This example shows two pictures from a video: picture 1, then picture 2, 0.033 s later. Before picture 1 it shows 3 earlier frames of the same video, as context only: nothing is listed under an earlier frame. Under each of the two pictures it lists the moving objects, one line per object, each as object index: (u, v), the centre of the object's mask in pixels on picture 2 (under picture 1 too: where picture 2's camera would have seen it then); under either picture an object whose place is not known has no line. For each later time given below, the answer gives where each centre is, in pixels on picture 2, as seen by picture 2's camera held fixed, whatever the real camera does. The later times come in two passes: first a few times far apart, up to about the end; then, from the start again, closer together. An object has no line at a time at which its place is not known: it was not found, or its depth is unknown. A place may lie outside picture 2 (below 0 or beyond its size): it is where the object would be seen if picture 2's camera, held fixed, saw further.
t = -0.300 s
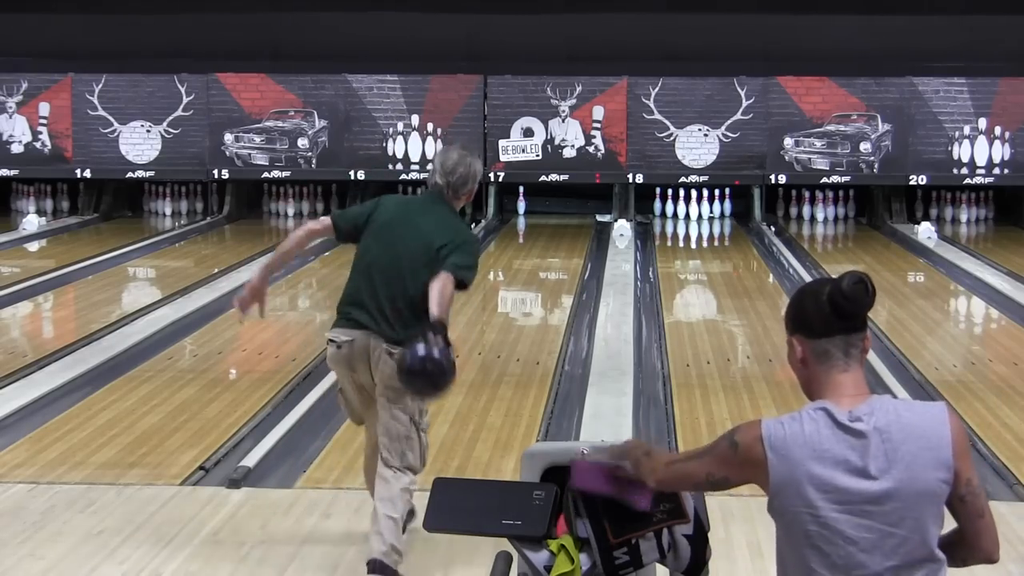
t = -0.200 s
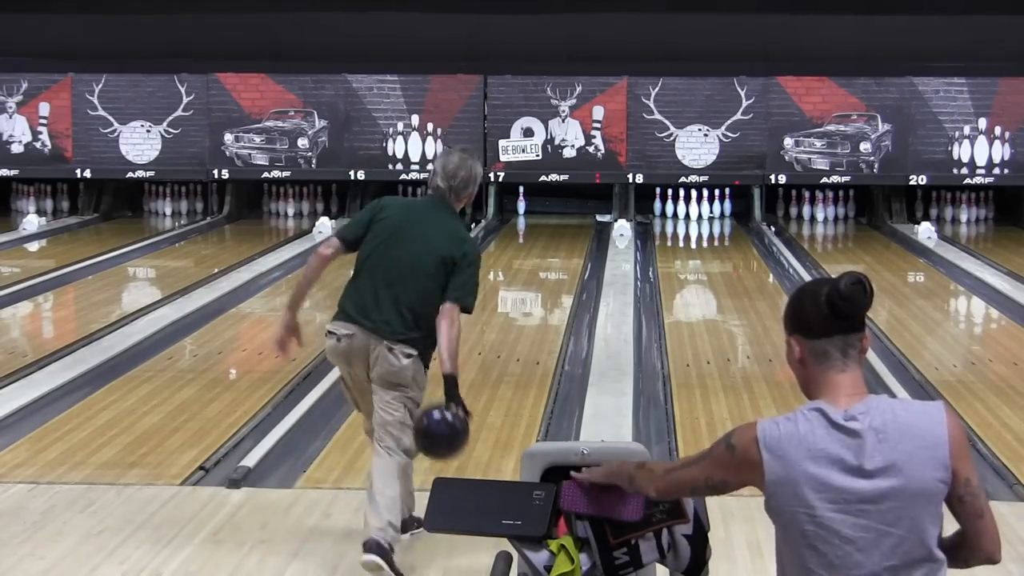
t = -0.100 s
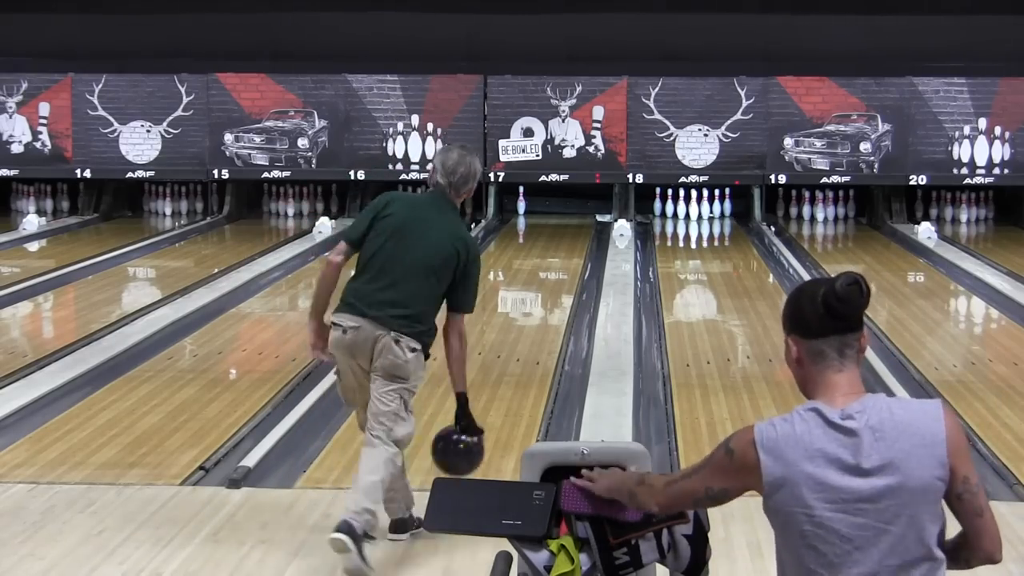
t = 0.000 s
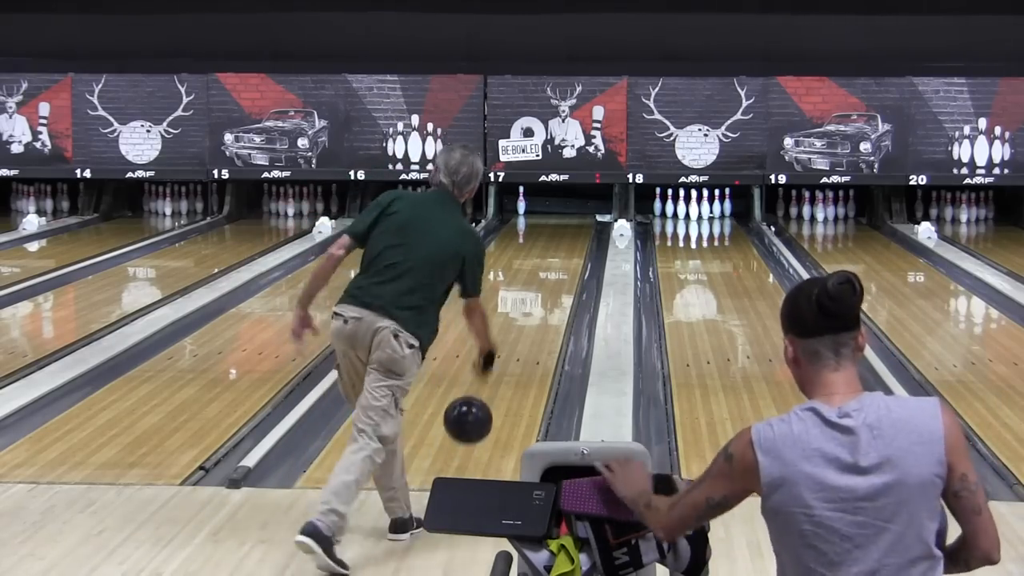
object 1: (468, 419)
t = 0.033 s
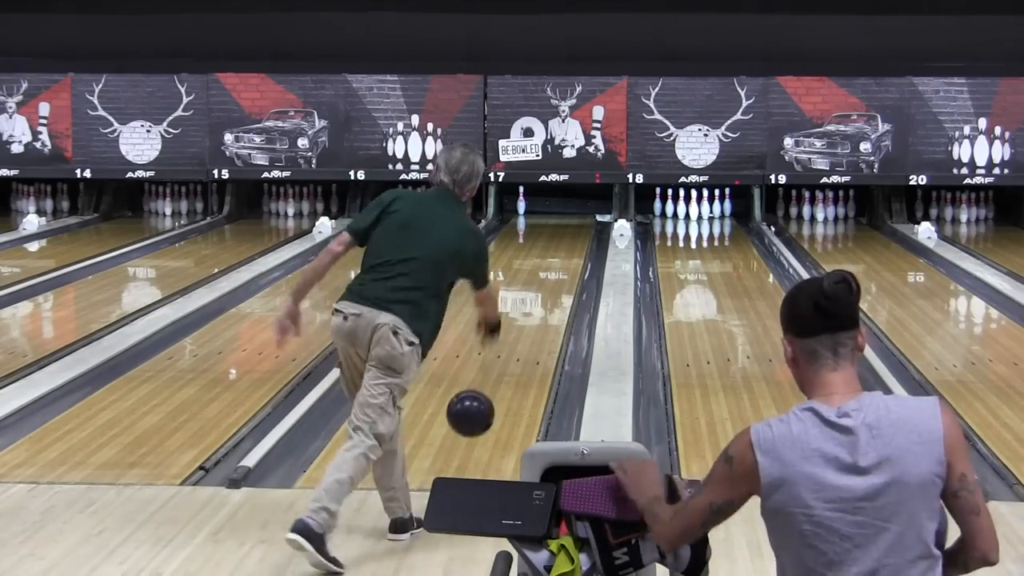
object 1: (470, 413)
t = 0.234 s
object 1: (483, 423)
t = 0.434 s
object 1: (492, 386)
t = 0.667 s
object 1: (501, 351)
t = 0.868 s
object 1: (507, 327)
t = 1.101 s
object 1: (512, 302)
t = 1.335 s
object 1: (517, 284)
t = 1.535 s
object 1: (520, 270)
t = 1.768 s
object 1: (523, 256)
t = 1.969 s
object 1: (525, 246)
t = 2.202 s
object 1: (526, 235)
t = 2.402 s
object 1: (526, 228)
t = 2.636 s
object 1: (525, 221)
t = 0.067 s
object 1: (472, 409)
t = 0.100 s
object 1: (475, 407)
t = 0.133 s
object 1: (477, 408)
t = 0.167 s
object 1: (479, 411)
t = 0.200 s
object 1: (481, 416)
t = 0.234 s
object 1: (483, 423)
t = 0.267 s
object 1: (485, 418)
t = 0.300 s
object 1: (486, 410)
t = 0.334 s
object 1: (488, 405)
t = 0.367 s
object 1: (489, 398)
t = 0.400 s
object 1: (491, 392)
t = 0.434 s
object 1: (492, 386)
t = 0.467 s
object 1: (494, 380)
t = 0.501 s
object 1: (495, 374)
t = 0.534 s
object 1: (497, 369)
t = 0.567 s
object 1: (498, 364)
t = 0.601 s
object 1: (499, 359)
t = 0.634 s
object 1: (500, 355)
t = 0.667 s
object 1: (501, 351)
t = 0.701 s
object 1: (502, 346)
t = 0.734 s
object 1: (503, 342)
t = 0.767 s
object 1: (504, 338)
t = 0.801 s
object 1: (505, 334)
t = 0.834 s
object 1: (506, 330)
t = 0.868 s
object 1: (507, 327)
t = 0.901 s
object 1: (503, 324)
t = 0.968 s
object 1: (512, 316)
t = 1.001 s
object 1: (510, 312)
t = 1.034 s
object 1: (511, 309)
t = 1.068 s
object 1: (512, 306)
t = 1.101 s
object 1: (512, 302)
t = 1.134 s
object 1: (513, 300)
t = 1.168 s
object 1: (513, 297)
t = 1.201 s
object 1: (514, 294)
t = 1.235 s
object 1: (515, 292)
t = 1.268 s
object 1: (516, 289)
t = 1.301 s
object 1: (516, 286)
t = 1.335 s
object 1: (517, 284)
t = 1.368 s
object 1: (517, 281)
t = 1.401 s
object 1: (518, 279)
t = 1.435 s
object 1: (518, 277)
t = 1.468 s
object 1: (519, 274)
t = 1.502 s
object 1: (519, 272)
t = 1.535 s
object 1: (520, 270)
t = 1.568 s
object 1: (520, 268)
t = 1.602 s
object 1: (521, 266)
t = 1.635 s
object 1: (521, 264)
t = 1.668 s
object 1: (521, 262)
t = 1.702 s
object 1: (522, 260)
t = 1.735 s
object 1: (522, 258)
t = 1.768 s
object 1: (523, 256)
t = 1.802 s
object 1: (523, 255)
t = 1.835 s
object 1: (523, 253)
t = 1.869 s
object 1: (524, 251)
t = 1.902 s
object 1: (524, 249)
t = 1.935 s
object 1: (524, 247)
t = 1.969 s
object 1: (525, 246)
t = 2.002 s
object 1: (525, 244)
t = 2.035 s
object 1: (525, 242)
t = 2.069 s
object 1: (525, 241)
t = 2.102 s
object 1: (526, 240)
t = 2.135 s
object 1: (526, 238)
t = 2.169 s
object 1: (526, 237)
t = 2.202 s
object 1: (526, 235)
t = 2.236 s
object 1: (526, 234)
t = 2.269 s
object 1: (526, 233)
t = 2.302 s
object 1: (526, 231)
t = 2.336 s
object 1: (526, 230)
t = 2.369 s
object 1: (526, 229)
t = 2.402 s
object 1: (526, 228)
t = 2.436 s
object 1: (526, 227)
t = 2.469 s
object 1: (526, 226)
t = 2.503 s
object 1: (526, 225)
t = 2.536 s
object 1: (526, 225)
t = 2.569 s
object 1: (526, 224)
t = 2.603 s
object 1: (525, 223)
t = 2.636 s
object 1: (525, 221)
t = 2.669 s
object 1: (525, 220)
